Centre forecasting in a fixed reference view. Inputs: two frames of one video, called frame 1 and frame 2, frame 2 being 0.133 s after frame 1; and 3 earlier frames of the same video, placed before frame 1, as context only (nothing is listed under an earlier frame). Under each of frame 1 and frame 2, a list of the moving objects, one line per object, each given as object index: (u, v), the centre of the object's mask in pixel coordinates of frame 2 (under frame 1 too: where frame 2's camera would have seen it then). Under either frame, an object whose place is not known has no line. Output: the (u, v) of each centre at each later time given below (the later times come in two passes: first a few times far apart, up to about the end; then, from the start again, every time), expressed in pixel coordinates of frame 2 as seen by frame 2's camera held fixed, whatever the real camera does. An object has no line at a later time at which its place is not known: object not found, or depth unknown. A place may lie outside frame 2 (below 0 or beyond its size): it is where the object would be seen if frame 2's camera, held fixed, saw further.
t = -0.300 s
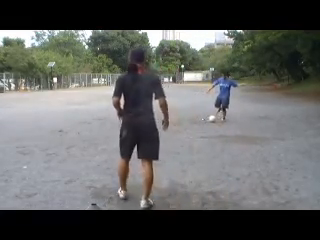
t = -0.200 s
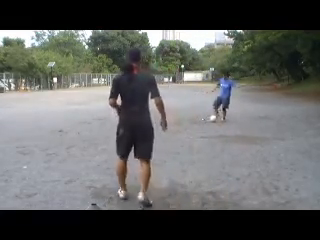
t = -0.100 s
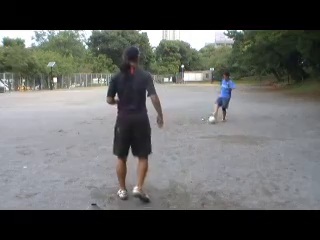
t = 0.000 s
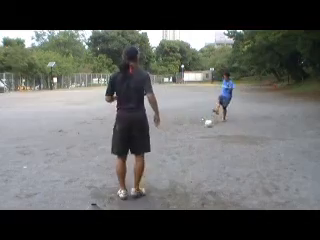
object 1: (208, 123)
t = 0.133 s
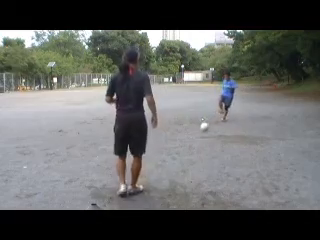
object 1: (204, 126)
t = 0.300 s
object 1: (199, 133)
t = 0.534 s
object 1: (193, 143)
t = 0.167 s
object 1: (203, 127)
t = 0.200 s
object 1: (202, 128)
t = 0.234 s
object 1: (201, 130)
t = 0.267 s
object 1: (200, 132)
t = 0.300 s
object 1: (199, 133)
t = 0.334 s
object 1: (198, 134)
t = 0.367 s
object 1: (197, 136)
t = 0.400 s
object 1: (196, 137)
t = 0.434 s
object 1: (196, 138)
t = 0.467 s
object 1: (194, 139)
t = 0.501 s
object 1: (194, 141)
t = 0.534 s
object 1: (193, 143)
